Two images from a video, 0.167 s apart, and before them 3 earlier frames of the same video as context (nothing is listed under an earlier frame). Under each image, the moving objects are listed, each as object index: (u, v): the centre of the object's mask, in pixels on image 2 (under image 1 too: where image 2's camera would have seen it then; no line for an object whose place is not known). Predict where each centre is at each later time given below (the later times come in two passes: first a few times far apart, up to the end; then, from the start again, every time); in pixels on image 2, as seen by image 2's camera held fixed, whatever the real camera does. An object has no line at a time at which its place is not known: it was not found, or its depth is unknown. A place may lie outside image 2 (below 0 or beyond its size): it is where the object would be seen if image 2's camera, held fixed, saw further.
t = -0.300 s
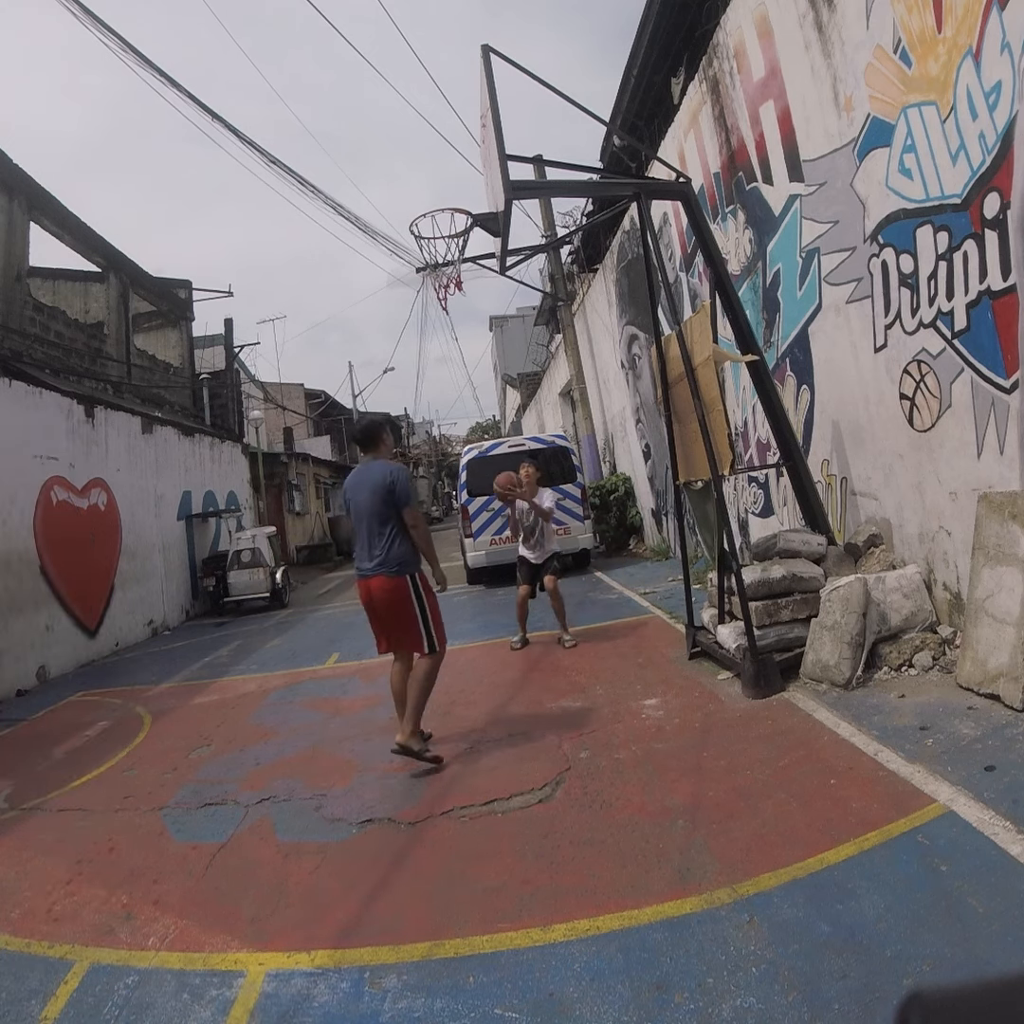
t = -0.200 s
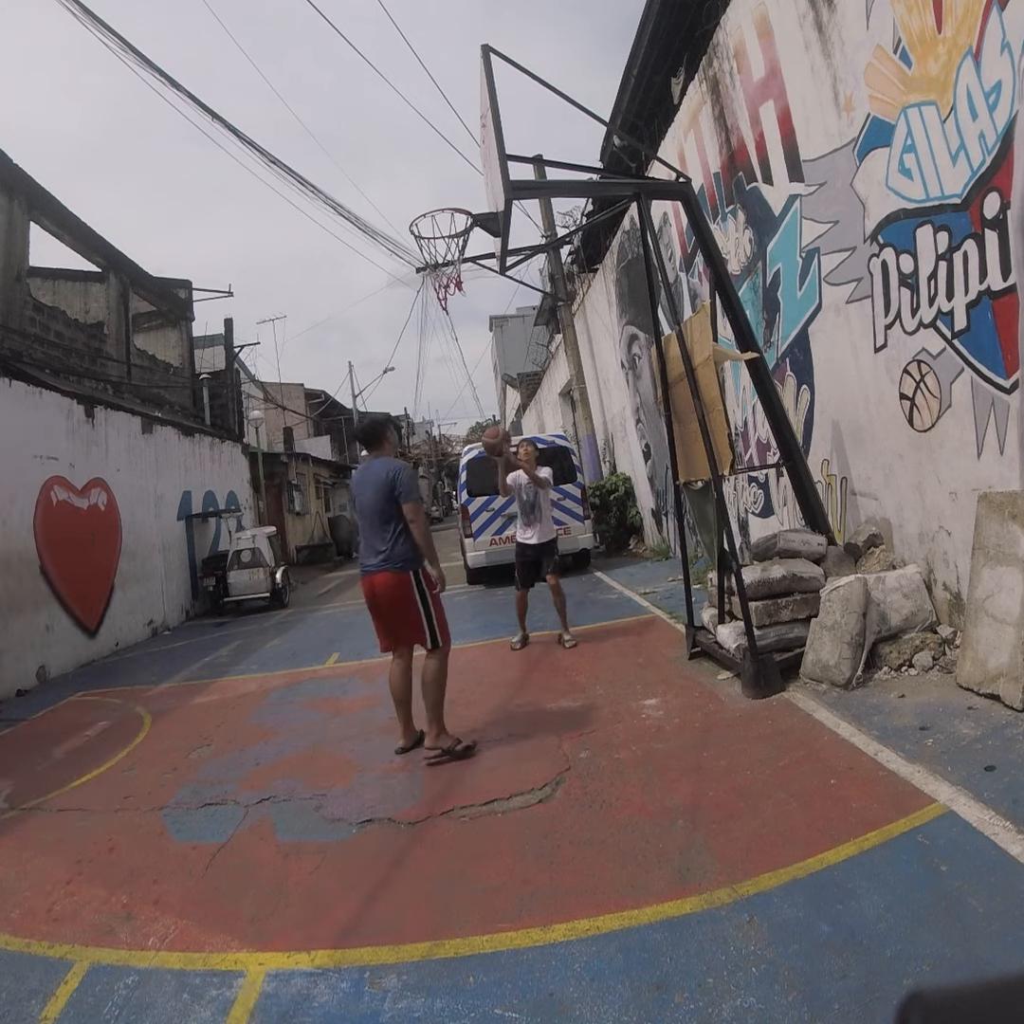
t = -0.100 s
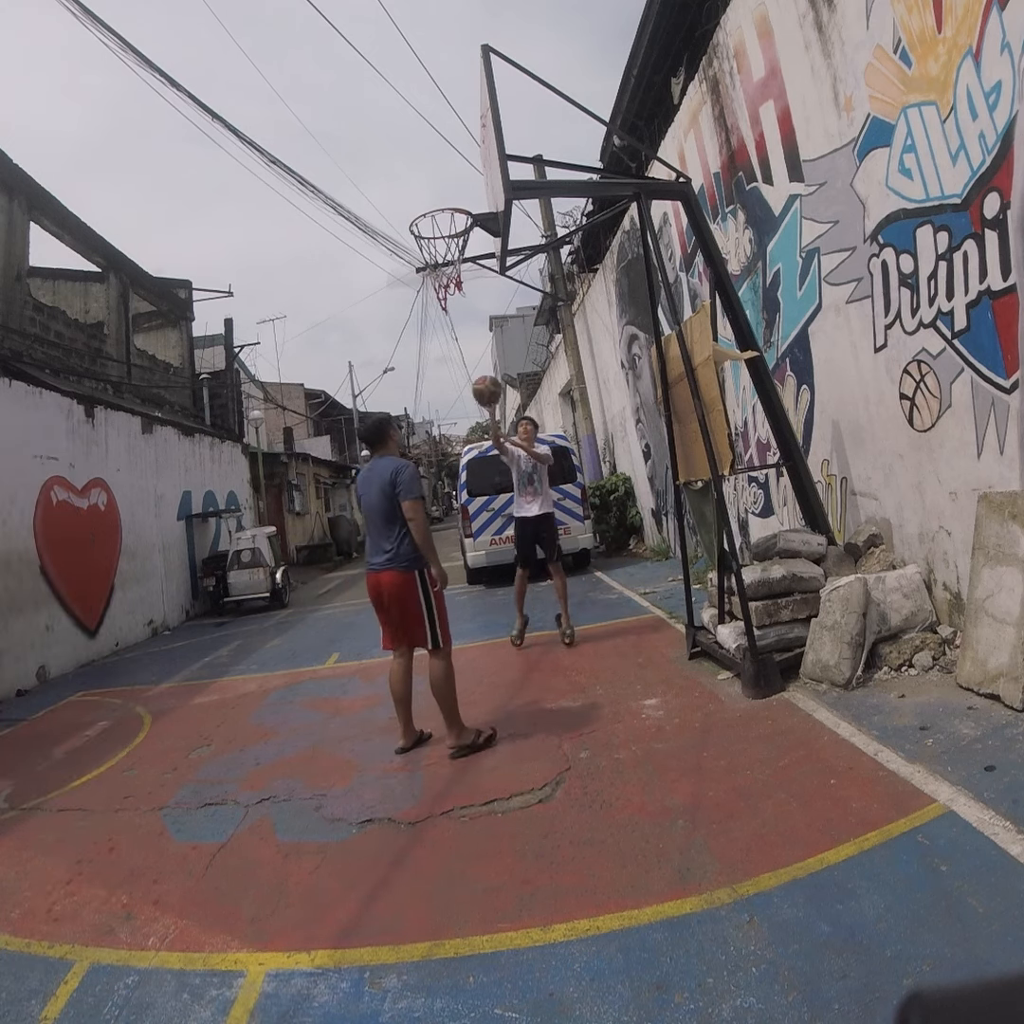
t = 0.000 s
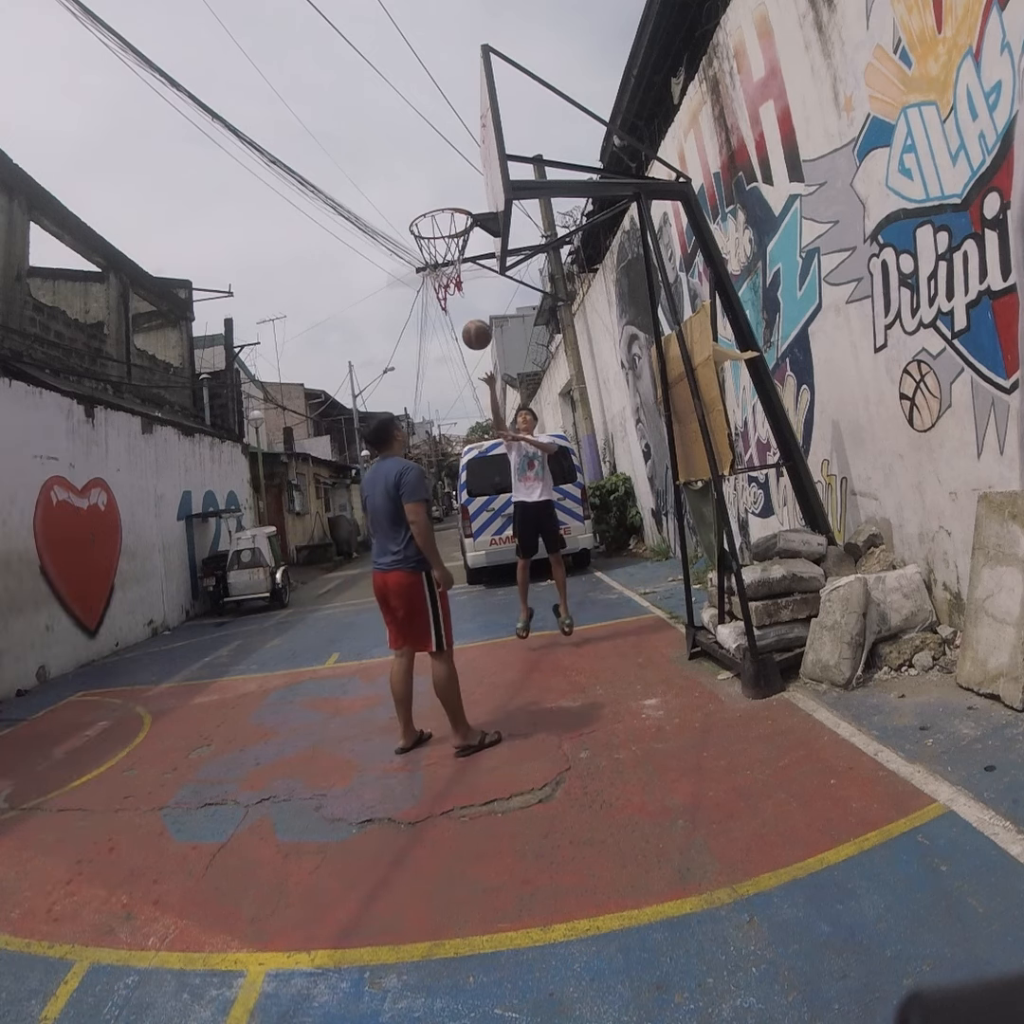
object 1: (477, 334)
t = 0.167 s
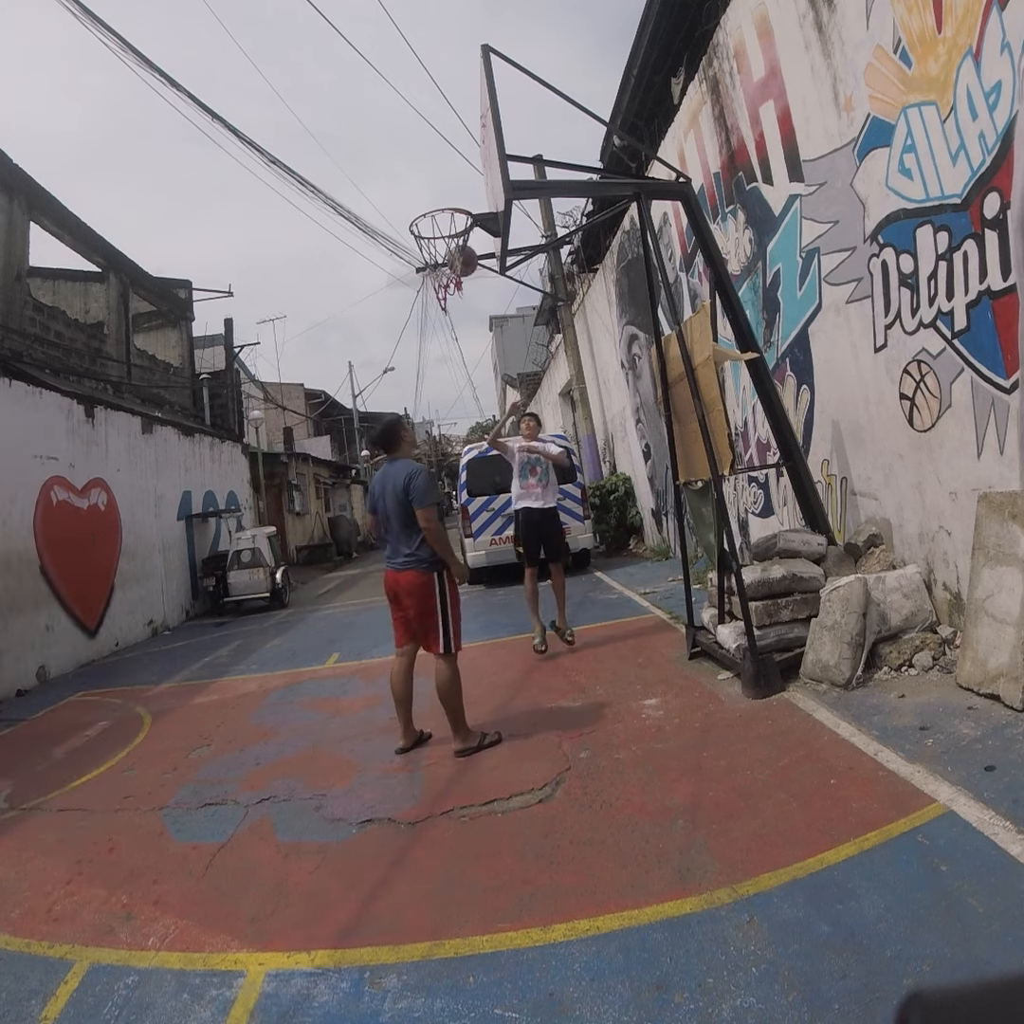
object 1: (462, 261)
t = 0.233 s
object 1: (457, 239)
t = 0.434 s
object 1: (446, 206)
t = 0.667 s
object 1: (441, 235)
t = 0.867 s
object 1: (441, 275)
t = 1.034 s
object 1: (445, 328)
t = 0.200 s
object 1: (460, 249)
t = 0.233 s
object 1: (457, 239)
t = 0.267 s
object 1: (454, 229)
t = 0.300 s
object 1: (452, 221)
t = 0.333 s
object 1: (451, 217)
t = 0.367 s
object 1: (449, 212)
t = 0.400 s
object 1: (448, 208)
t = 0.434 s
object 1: (446, 206)
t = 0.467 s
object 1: (445, 205)
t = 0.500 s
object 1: (444, 206)
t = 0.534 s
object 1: (443, 208)
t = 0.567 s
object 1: (442, 212)
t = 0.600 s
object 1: (442, 218)
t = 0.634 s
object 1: (441, 226)
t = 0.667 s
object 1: (441, 235)
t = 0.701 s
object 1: (442, 247)
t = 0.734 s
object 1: (441, 258)
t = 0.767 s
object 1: (441, 264)
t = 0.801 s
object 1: (440, 266)
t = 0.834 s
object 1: (440, 269)
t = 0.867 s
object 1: (441, 275)
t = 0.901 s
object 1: (441, 282)
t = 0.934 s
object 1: (442, 290)
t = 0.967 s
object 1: (442, 301)
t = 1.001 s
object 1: (444, 314)
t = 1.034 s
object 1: (445, 328)
